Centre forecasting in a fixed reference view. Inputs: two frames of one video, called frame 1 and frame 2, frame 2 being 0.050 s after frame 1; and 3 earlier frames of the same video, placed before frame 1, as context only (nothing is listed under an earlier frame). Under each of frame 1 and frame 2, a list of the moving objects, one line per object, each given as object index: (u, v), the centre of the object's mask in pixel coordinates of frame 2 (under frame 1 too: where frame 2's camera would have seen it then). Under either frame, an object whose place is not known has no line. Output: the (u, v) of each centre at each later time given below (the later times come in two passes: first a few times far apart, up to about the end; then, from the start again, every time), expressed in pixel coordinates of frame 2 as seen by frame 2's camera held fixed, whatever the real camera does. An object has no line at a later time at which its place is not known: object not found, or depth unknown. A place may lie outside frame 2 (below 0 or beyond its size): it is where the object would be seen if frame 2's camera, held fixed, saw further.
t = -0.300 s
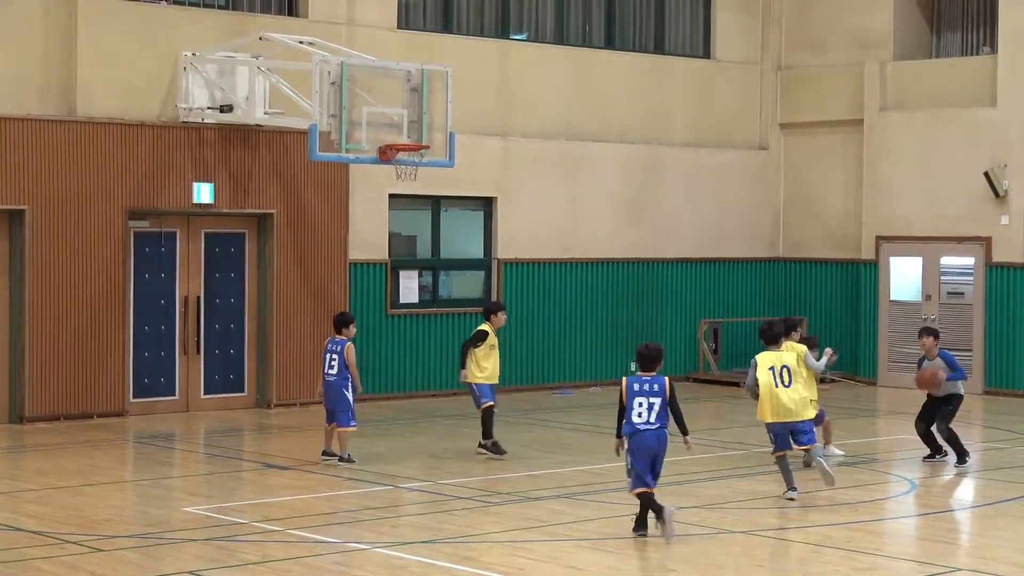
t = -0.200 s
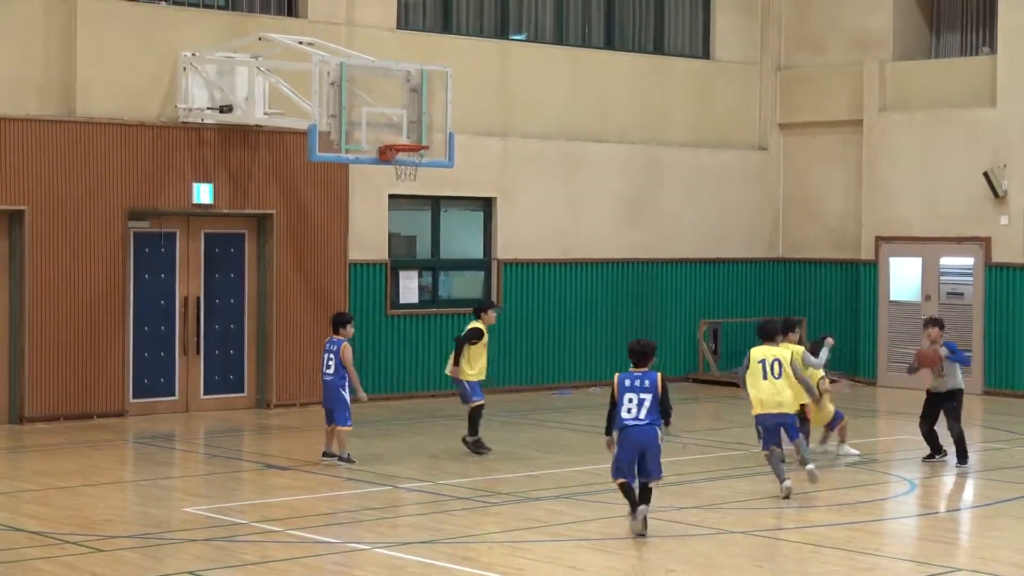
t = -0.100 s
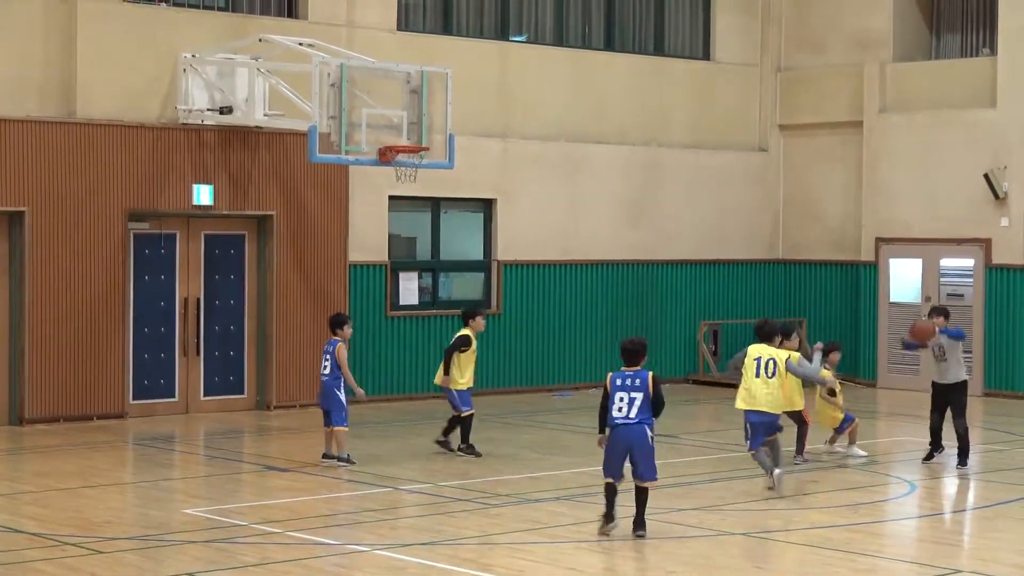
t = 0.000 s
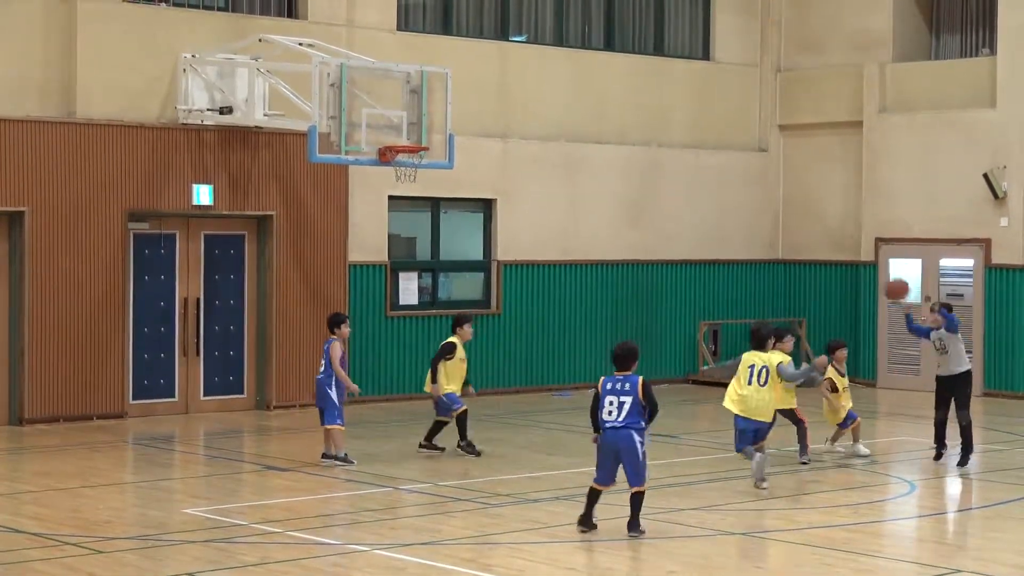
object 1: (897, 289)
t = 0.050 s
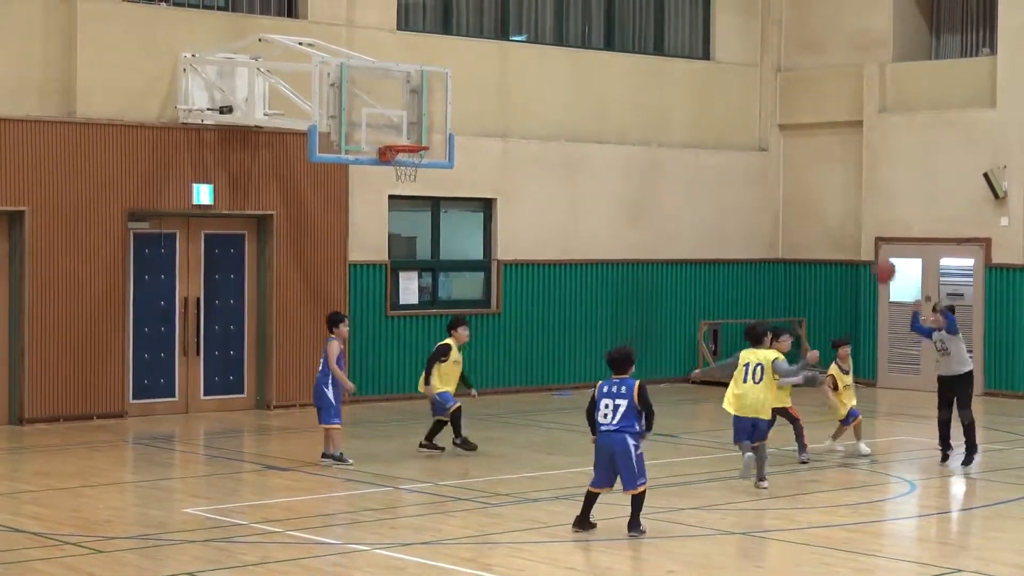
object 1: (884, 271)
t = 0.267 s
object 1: (821, 220)
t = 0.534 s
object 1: (736, 230)
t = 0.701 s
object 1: (677, 280)
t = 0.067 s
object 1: (879, 266)
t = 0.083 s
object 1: (875, 260)
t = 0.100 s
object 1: (870, 255)
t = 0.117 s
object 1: (866, 252)
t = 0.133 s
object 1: (860, 246)
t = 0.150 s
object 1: (855, 243)
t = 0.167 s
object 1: (849, 238)
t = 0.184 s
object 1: (846, 234)
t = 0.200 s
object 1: (840, 231)
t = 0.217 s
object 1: (835, 227)
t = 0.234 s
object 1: (831, 225)
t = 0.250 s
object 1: (825, 222)
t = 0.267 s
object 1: (821, 220)
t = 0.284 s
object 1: (816, 219)
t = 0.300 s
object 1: (810, 217)
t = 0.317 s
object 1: (805, 216)
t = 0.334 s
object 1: (800, 215)
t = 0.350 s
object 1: (795, 215)
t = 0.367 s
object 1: (790, 215)
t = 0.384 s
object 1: (785, 215)
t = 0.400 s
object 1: (779, 215)
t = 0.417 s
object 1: (774, 216)
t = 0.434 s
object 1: (768, 217)
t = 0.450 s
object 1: (763, 218)
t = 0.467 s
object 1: (758, 220)
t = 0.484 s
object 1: (753, 221)
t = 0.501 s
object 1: (747, 224)
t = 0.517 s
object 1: (741, 227)
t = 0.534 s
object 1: (736, 230)
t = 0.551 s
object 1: (730, 233)
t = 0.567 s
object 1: (724, 236)
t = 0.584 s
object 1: (719, 241)
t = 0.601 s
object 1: (713, 245)
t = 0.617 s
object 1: (707, 250)
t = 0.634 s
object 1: (702, 256)
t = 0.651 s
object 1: (696, 260)
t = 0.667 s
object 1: (689, 267)
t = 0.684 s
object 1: (684, 272)
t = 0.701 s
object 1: (677, 280)
